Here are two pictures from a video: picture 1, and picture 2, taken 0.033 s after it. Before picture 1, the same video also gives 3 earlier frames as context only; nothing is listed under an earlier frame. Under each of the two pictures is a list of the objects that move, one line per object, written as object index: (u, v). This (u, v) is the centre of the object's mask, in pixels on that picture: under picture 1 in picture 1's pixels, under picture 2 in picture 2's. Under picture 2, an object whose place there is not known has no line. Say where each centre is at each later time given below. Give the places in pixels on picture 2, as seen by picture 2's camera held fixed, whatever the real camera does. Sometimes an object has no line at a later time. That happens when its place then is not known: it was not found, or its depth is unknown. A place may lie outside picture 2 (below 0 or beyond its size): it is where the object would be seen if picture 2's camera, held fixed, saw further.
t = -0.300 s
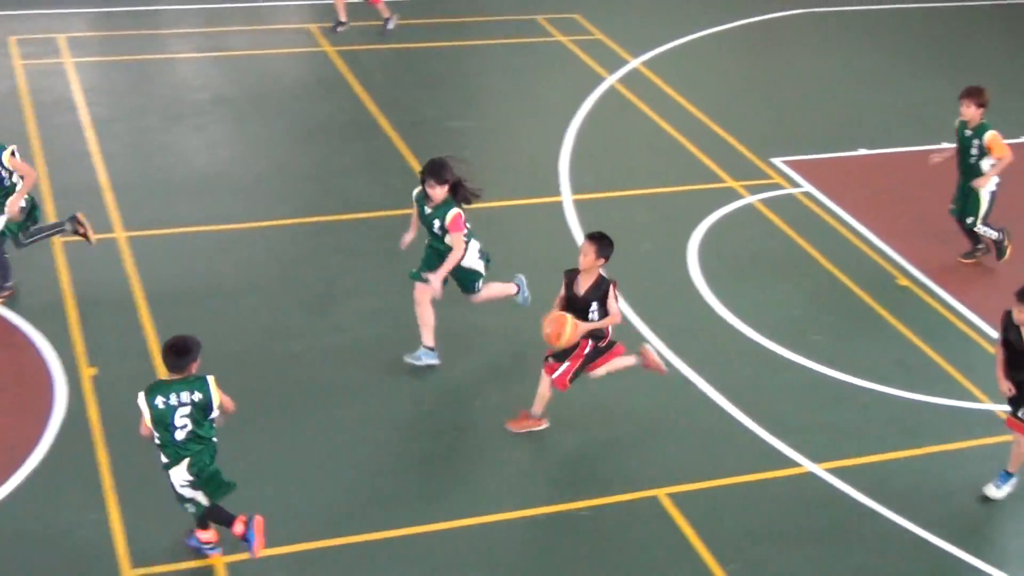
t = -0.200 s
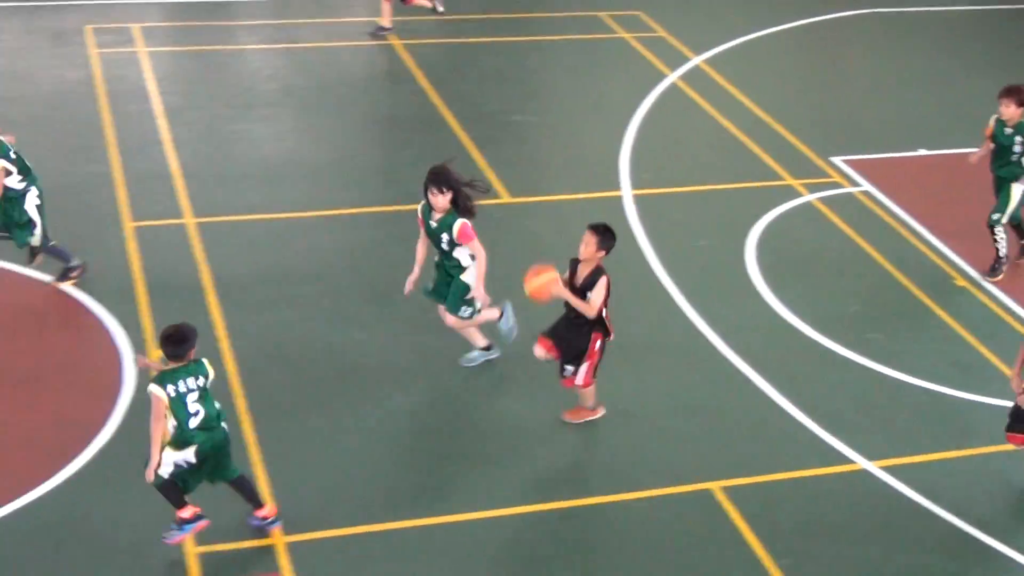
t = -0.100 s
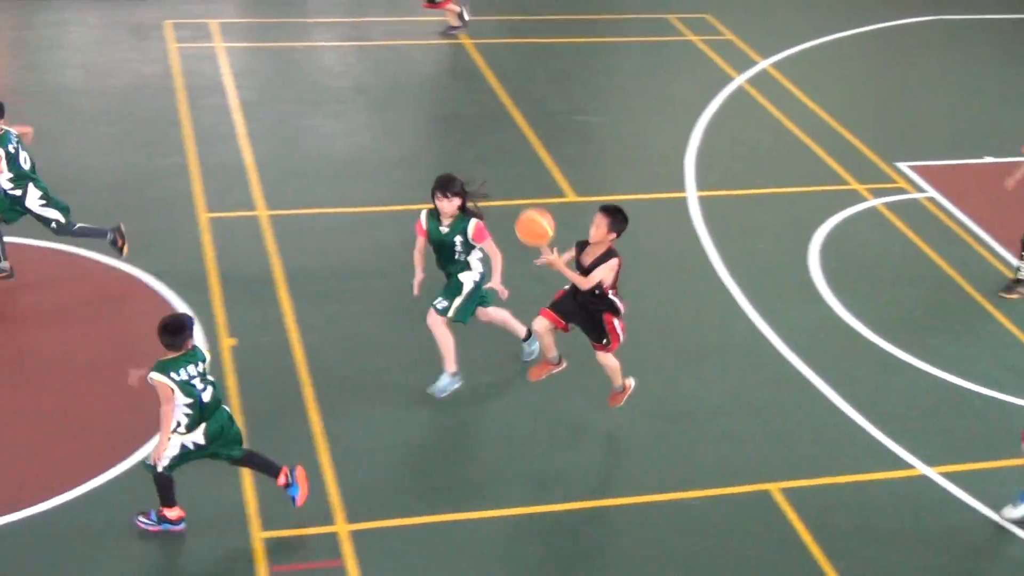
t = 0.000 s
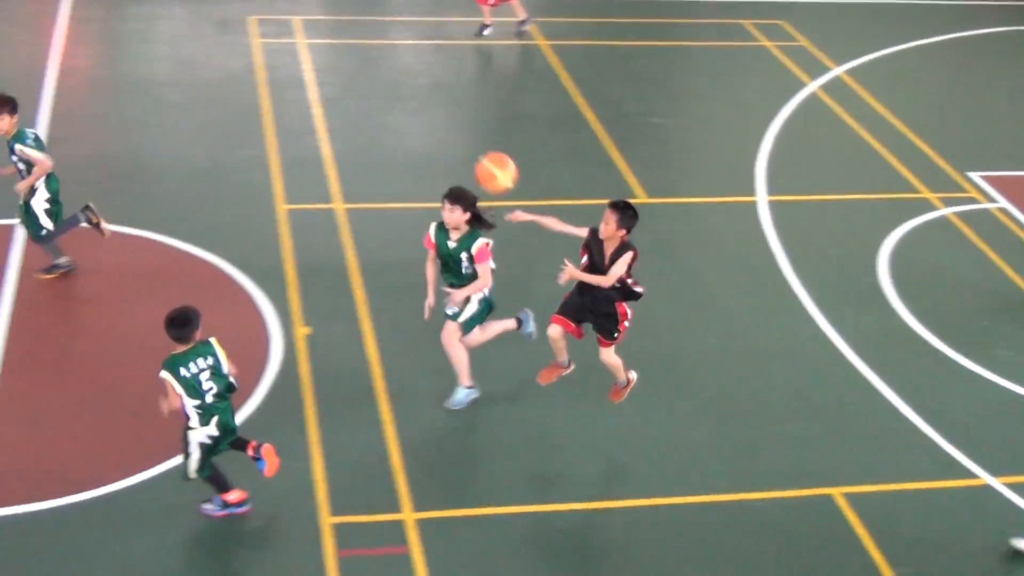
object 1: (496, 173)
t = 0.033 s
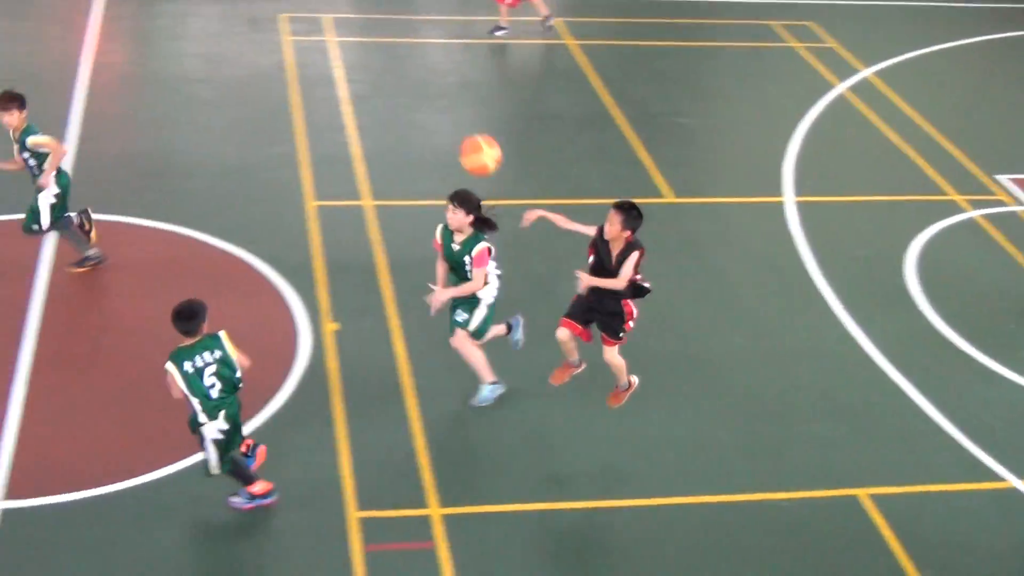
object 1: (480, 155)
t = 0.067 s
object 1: (434, 140)
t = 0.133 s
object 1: (337, 114)
